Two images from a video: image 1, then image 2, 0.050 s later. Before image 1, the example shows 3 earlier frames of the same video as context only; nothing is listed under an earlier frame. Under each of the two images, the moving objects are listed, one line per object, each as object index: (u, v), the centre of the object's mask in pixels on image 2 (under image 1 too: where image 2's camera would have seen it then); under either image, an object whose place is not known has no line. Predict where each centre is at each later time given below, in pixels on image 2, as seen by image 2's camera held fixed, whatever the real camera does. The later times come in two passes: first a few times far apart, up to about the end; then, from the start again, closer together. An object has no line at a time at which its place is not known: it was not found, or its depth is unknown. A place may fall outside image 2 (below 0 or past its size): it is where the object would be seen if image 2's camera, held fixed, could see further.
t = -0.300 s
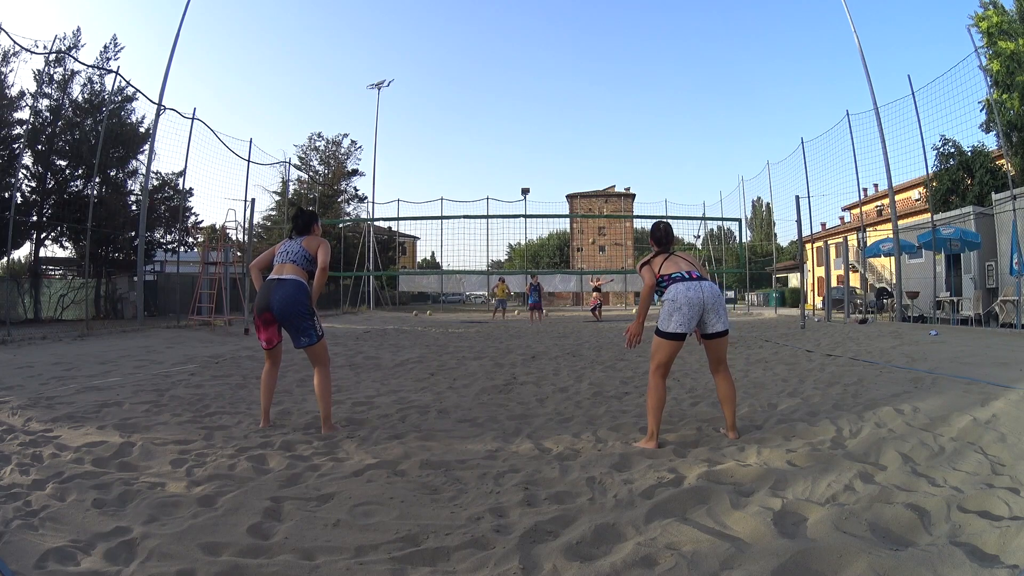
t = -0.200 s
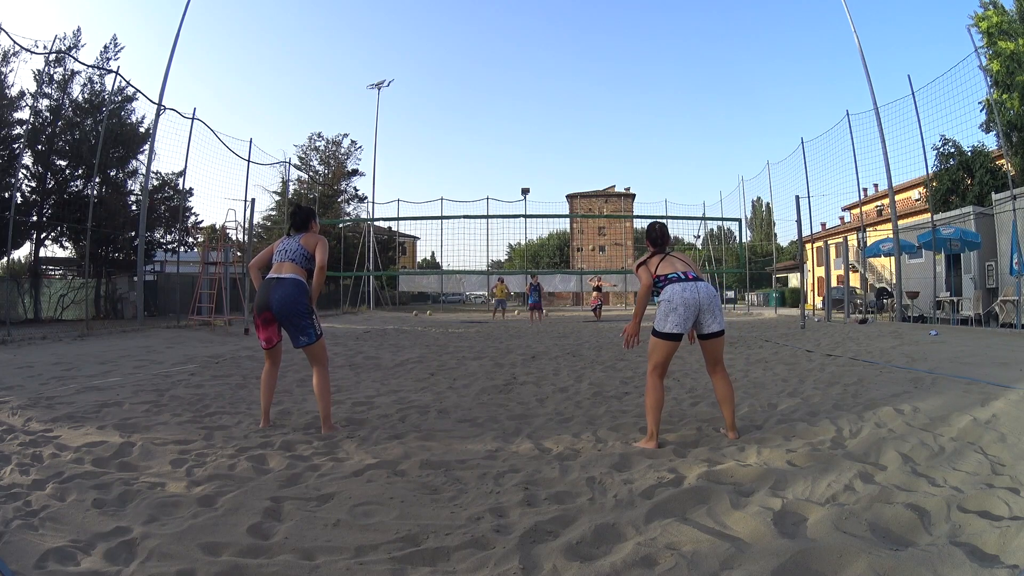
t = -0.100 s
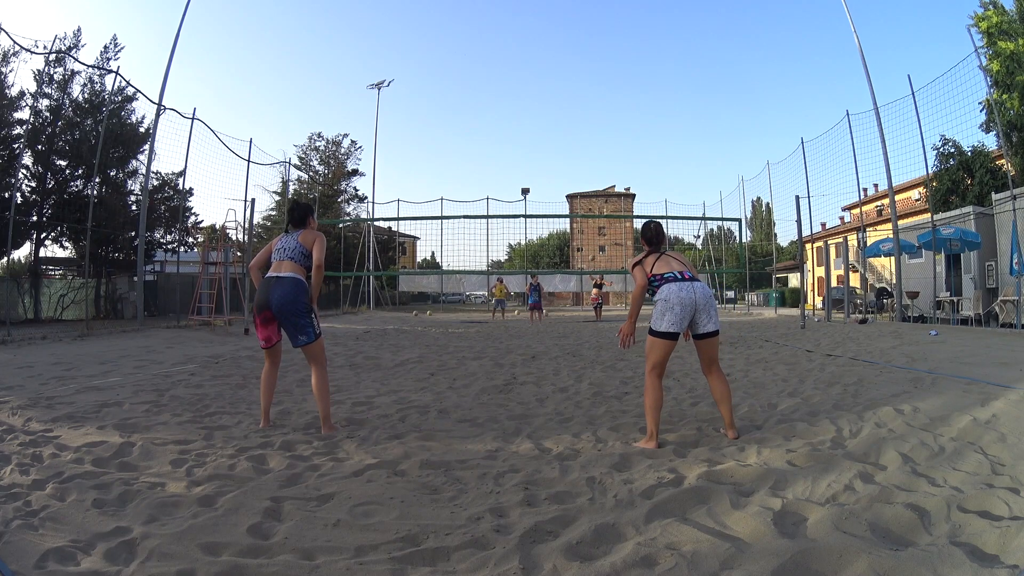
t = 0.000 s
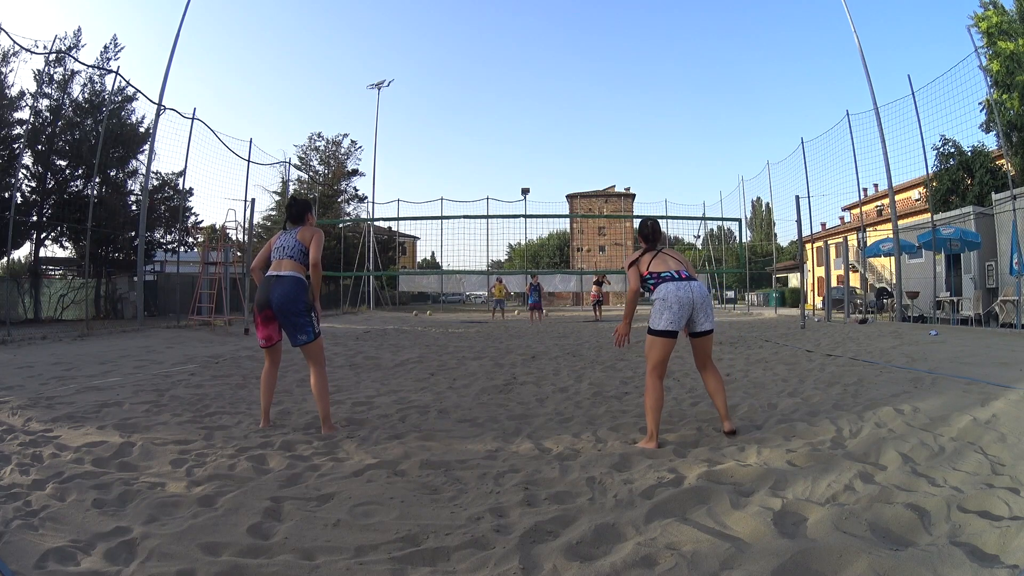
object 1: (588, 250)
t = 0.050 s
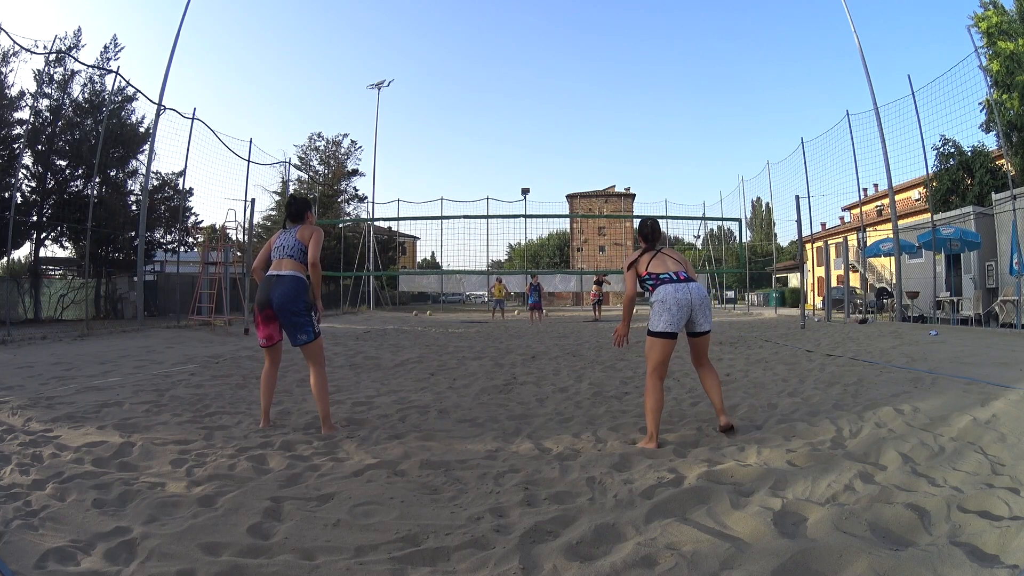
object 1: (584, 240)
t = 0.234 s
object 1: (569, 208)
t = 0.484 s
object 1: (542, 175)
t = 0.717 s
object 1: (507, 160)
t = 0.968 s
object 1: (452, 175)
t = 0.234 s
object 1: (569, 208)
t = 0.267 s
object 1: (566, 203)
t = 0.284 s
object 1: (564, 200)
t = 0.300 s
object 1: (562, 198)
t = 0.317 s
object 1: (560, 196)
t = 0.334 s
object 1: (559, 193)
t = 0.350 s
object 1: (557, 191)
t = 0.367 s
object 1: (555, 189)
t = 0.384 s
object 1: (553, 187)
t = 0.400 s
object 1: (552, 184)
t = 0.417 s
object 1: (550, 183)
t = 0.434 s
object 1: (548, 181)
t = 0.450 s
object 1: (546, 179)
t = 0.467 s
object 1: (544, 177)
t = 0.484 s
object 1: (542, 175)
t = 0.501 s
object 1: (539, 173)
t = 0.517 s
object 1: (537, 172)
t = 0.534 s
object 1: (535, 170)
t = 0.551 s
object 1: (533, 169)
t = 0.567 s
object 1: (531, 167)
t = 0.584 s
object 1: (528, 166)
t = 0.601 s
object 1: (526, 165)
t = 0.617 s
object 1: (523, 164)
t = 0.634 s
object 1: (521, 163)
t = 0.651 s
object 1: (518, 163)
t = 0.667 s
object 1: (516, 162)
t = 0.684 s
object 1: (513, 161)
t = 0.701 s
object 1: (510, 161)
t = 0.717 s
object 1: (507, 160)
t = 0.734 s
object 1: (504, 160)
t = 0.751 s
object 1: (501, 160)
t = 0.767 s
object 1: (498, 160)
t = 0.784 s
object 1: (495, 160)
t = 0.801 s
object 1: (492, 161)
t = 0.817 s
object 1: (488, 161)
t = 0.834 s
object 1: (485, 162)
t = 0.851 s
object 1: (481, 163)
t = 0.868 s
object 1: (477, 164)
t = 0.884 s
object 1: (473, 165)
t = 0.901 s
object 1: (469, 167)
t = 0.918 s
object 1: (465, 169)
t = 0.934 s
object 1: (461, 170)
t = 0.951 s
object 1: (457, 173)
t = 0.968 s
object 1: (452, 175)
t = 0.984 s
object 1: (447, 178)
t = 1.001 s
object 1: (443, 181)
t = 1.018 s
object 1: (437, 184)
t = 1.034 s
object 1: (432, 187)
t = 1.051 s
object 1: (427, 192)
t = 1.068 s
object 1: (421, 196)
